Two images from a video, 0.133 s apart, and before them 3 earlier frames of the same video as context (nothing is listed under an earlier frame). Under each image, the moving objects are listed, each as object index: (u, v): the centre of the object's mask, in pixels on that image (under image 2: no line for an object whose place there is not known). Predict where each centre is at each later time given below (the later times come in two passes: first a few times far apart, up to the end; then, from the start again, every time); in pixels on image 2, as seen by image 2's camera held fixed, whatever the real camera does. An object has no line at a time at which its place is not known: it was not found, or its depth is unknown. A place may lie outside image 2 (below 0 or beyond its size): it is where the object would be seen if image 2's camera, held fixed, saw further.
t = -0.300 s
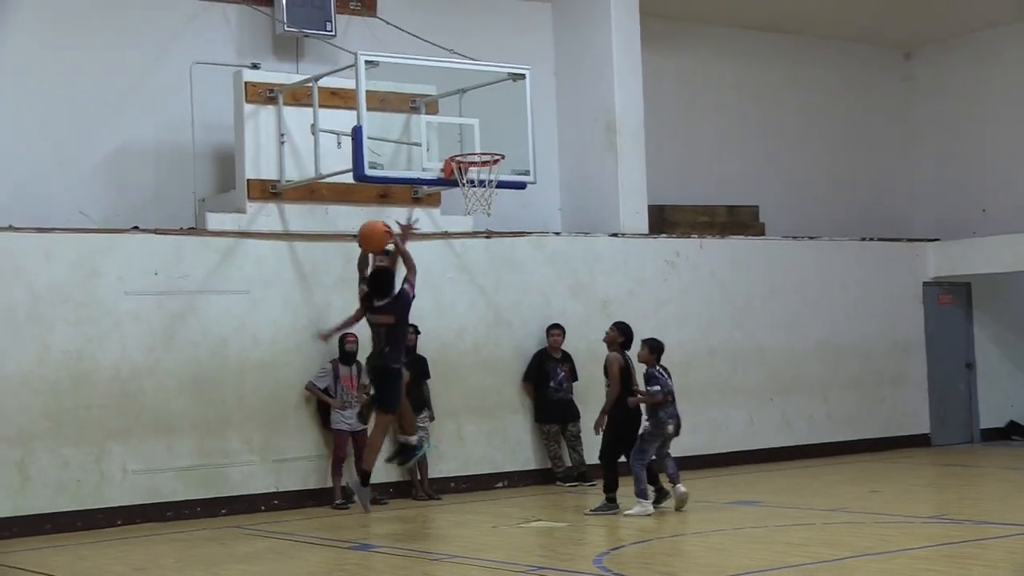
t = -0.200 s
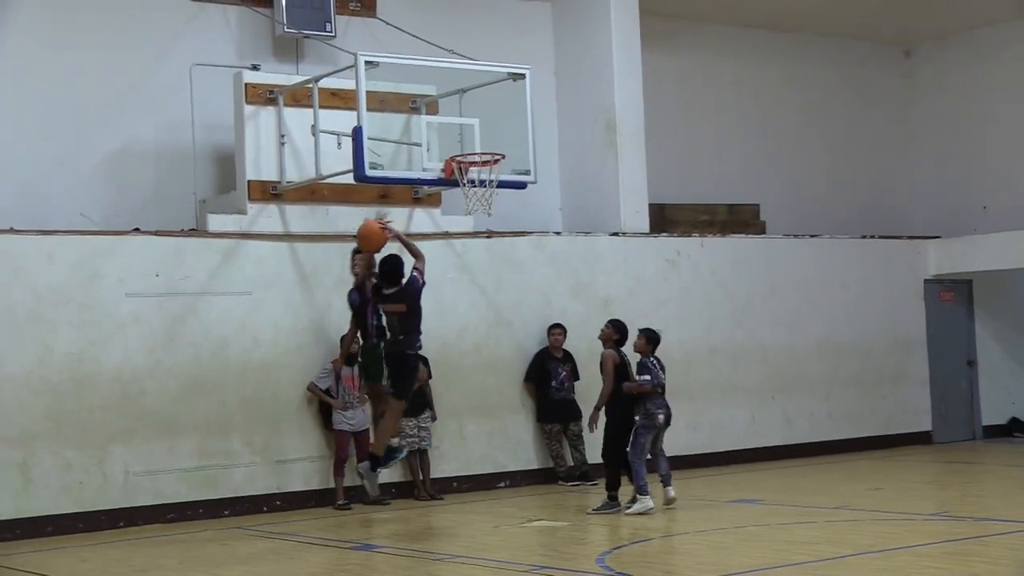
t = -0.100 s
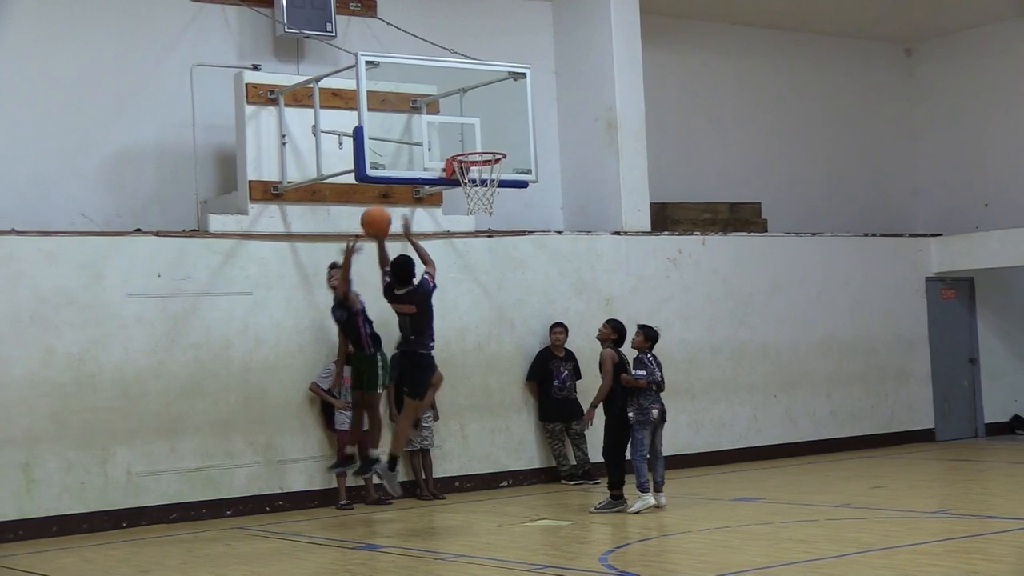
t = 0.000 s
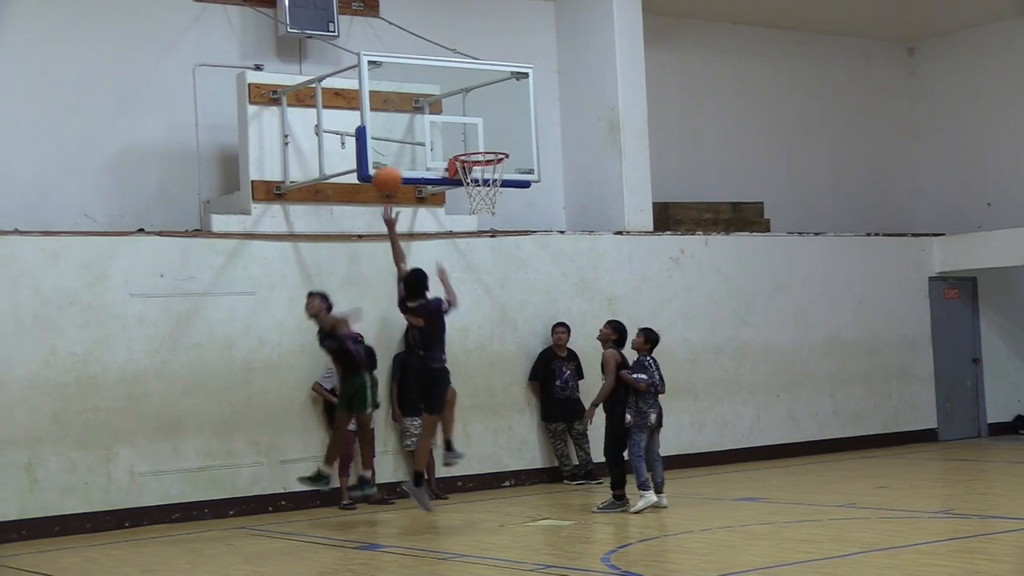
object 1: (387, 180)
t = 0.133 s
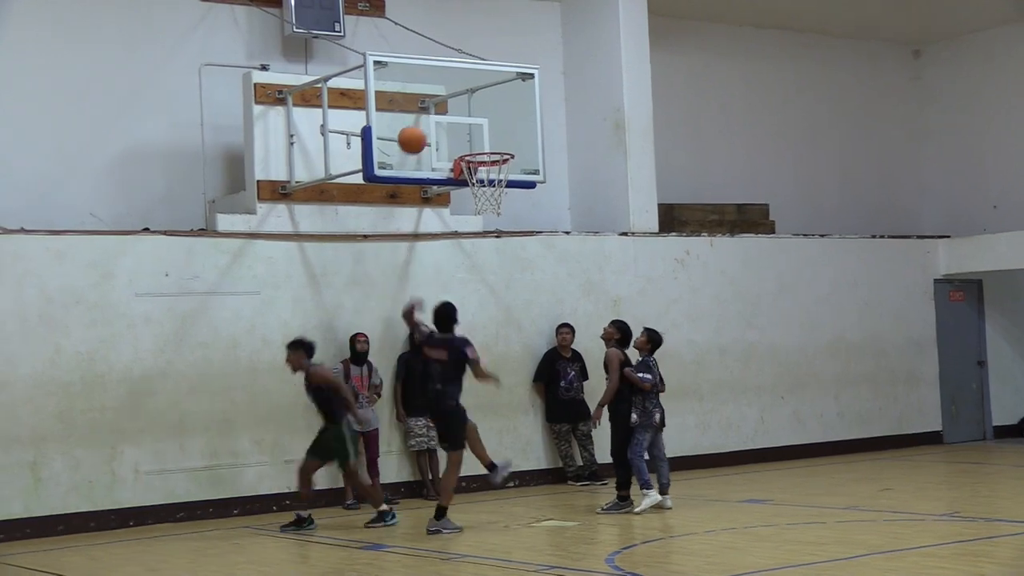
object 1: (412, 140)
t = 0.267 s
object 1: (431, 122)
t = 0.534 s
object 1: (485, 131)
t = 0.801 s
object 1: (489, 125)
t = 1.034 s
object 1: (472, 139)
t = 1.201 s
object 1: (466, 156)
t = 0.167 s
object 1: (417, 133)
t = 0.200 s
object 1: (421, 128)
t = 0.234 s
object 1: (426, 124)
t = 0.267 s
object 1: (431, 122)
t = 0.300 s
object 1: (436, 121)
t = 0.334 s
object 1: (441, 120)
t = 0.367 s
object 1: (445, 122)
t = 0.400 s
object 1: (450, 123)
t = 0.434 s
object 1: (459, 123)
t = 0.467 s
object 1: (468, 124)
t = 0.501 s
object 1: (476, 127)
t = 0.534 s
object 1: (485, 131)
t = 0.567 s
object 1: (494, 136)
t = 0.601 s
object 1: (503, 141)
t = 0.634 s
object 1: (505, 140)
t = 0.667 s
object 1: (501, 135)
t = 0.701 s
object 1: (498, 131)
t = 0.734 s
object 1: (495, 127)
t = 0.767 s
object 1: (492, 125)
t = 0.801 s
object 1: (489, 125)
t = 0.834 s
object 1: (486, 125)
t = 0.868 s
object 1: (483, 126)
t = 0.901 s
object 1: (480, 129)
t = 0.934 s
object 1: (478, 133)
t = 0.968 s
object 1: (475, 138)
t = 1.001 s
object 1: (474, 139)
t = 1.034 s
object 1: (472, 139)
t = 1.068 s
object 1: (471, 139)
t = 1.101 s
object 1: (469, 142)
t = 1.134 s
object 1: (468, 145)
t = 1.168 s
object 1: (467, 150)
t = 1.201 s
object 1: (466, 156)
